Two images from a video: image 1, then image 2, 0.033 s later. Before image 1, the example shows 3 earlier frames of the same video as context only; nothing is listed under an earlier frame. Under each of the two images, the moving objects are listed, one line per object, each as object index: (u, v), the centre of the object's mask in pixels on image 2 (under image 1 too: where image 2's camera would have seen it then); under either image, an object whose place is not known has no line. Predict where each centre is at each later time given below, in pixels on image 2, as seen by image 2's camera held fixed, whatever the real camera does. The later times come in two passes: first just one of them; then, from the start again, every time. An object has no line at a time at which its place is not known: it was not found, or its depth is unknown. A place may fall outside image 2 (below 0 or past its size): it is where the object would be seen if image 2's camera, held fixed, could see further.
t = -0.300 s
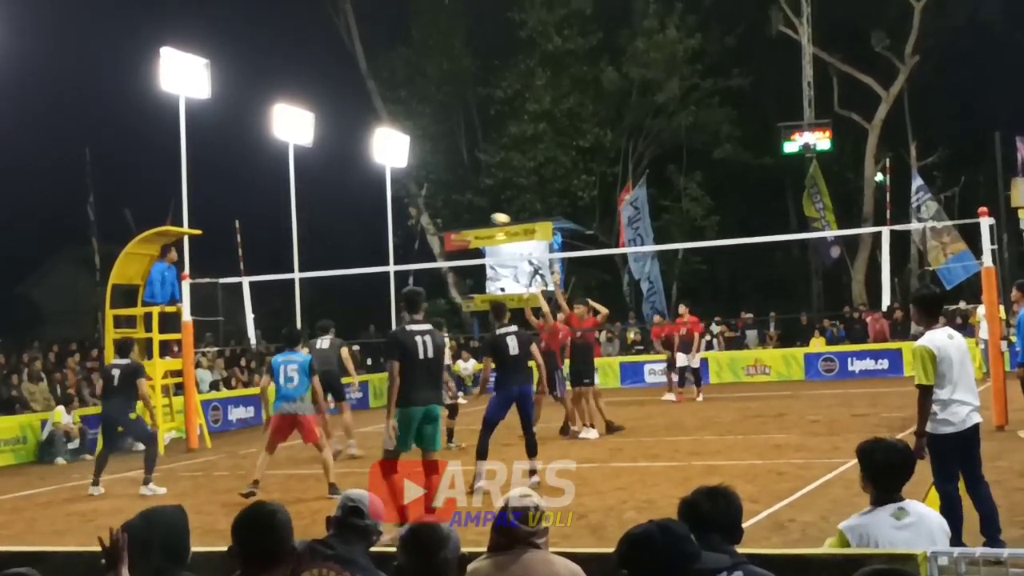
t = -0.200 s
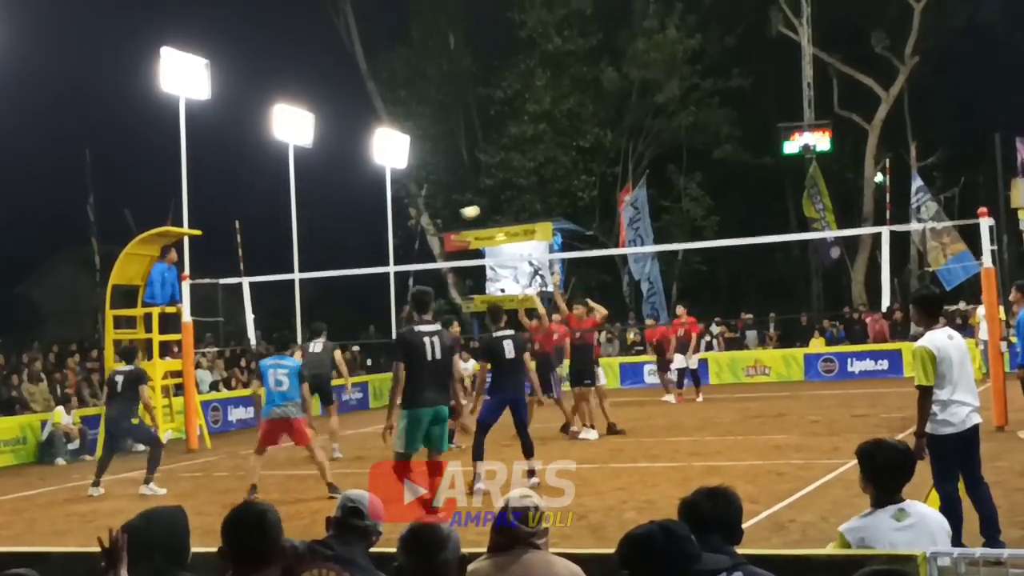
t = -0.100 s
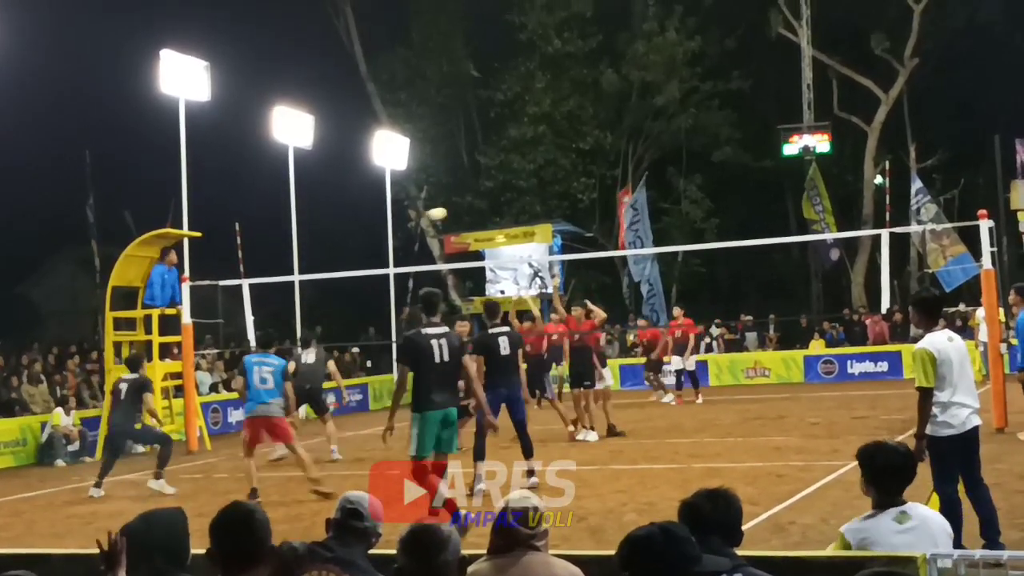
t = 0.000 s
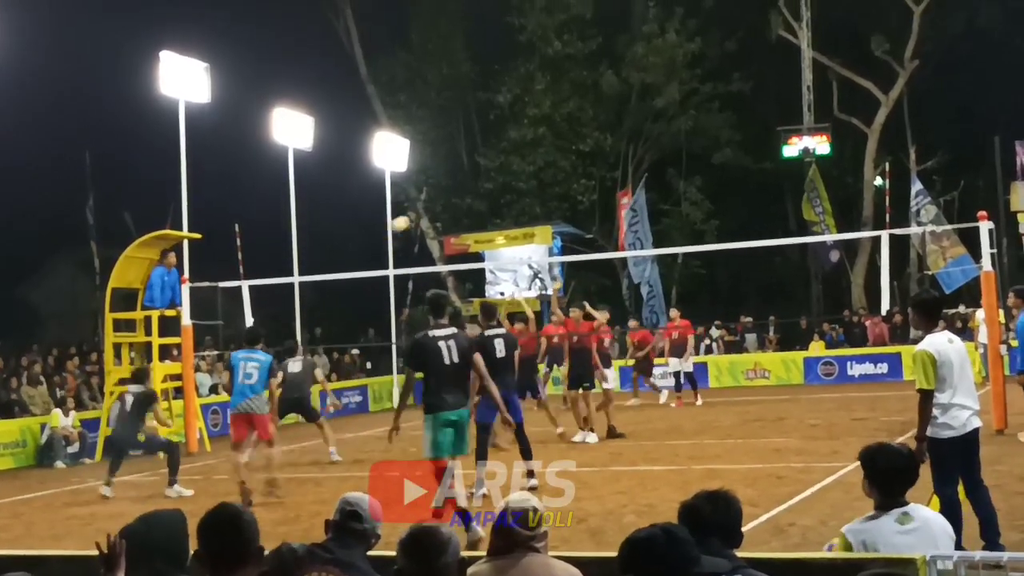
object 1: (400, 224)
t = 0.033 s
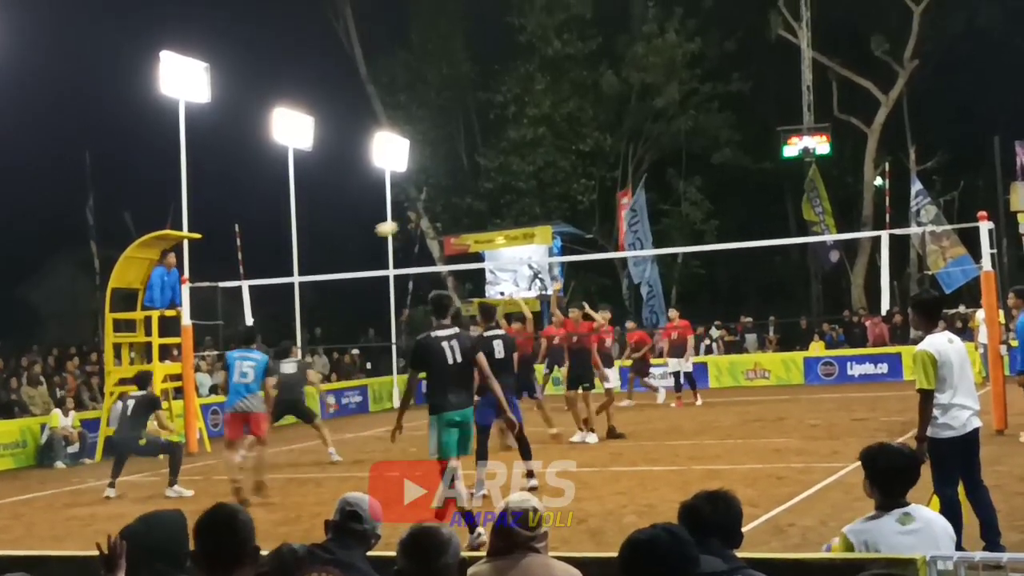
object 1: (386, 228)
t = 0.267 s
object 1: (286, 293)
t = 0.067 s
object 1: (373, 235)
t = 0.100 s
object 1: (361, 241)
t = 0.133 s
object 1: (347, 248)
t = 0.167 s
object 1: (333, 257)
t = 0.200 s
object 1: (320, 265)
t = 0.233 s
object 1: (306, 277)
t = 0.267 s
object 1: (286, 293)
